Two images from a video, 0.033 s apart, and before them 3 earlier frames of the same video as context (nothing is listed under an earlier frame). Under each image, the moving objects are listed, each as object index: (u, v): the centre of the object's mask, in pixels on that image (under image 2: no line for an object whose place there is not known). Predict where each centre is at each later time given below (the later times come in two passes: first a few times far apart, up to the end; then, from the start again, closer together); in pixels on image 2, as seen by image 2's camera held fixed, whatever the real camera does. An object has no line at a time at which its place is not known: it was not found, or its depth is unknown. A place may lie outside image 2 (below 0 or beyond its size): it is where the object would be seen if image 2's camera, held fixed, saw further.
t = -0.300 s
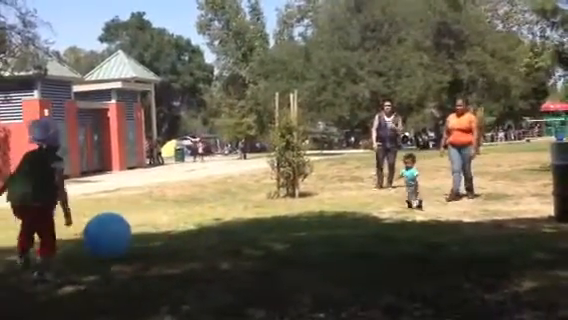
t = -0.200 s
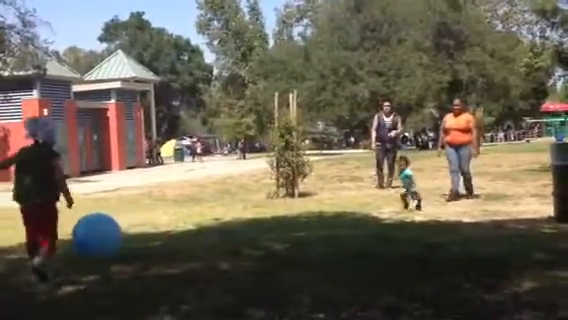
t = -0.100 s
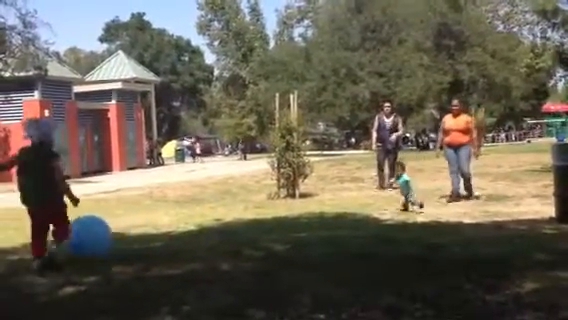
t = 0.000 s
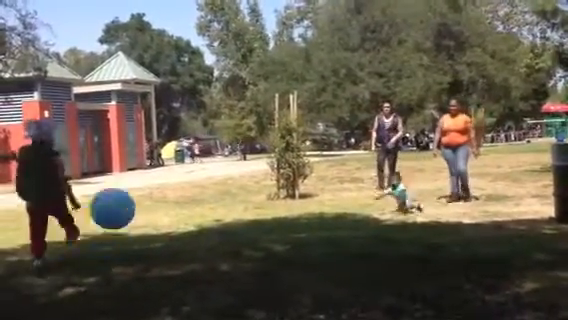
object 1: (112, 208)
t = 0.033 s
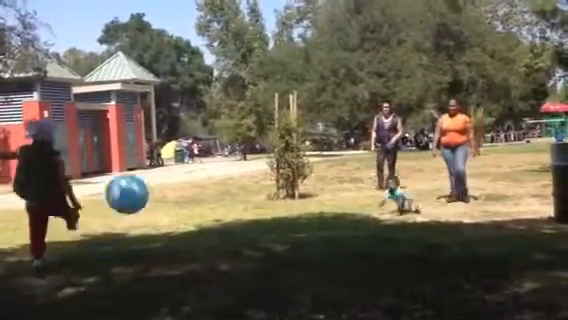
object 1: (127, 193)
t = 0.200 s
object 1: (185, 149)
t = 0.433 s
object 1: (225, 145)
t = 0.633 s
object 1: (240, 170)
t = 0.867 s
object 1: (237, 186)
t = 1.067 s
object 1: (228, 166)
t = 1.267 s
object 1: (223, 167)
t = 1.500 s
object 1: (219, 183)
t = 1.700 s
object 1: (214, 181)
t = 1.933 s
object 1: (206, 174)
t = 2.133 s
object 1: (202, 184)
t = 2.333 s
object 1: (200, 176)
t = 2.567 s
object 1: (198, 180)
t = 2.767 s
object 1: (196, 176)
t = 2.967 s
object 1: (194, 177)
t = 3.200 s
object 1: (192, 178)
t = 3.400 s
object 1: (193, 178)
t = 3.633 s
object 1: (191, 179)
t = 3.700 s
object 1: (191, 179)
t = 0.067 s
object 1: (141, 181)
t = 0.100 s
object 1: (154, 171)
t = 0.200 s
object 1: (185, 149)
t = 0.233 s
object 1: (193, 145)
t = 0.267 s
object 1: (201, 142)
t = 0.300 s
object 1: (208, 141)
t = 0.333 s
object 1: (212, 140)
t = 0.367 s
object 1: (217, 140)
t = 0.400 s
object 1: (221, 142)
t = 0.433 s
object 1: (225, 145)
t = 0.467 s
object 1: (228, 147)
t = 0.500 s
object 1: (231, 150)
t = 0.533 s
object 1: (233, 154)
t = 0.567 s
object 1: (235, 159)
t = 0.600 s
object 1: (236, 163)
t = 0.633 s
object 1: (240, 170)
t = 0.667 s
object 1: (241, 177)
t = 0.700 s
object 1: (240, 183)
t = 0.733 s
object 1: (240, 188)
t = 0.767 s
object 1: (240, 194)
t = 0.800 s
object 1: (239, 192)
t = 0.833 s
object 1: (238, 187)
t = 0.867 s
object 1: (237, 186)
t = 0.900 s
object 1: (235, 182)
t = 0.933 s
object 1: (235, 180)
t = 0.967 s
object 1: (233, 175)
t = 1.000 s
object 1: (233, 175)
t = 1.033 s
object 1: (229, 168)
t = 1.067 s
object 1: (228, 166)
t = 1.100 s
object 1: (228, 166)
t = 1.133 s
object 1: (227, 165)
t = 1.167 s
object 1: (226, 165)
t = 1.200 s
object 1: (225, 165)
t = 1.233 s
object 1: (224, 166)
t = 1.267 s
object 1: (223, 167)
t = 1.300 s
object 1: (223, 168)
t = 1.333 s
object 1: (222, 169)
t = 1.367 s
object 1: (221, 171)
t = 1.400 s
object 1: (220, 174)
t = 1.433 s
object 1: (221, 179)
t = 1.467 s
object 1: (219, 185)
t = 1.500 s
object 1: (219, 183)
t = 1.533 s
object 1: (215, 184)
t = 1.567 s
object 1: (216, 183)
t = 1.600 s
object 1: (214, 184)
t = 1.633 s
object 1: (215, 183)
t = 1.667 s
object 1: (214, 183)
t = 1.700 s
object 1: (214, 181)
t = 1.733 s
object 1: (210, 174)
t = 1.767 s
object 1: (210, 174)
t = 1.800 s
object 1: (209, 173)
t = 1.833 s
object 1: (208, 171)
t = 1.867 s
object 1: (208, 172)
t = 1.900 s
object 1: (206, 172)
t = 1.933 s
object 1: (206, 174)
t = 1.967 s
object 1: (205, 177)
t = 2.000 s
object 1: (204, 178)
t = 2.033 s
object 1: (202, 182)
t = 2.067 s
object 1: (201, 185)
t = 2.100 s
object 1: (201, 184)
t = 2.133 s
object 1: (202, 184)
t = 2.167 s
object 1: (203, 180)
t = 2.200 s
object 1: (204, 180)
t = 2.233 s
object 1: (202, 179)
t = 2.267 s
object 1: (201, 178)
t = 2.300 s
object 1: (200, 176)
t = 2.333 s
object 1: (200, 176)
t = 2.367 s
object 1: (200, 176)
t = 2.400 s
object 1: (200, 177)
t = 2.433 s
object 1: (199, 177)
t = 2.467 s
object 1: (198, 177)
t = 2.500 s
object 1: (198, 178)
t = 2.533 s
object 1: (197, 179)
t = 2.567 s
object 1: (198, 180)
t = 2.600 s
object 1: (197, 180)
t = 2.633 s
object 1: (197, 180)
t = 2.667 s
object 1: (197, 180)
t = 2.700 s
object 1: (197, 179)
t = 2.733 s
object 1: (197, 178)
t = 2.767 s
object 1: (196, 176)
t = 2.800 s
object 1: (196, 176)
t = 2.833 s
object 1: (195, 176)
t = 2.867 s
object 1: (195, 176)
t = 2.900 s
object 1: (196, 175)
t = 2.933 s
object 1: (195, 176)
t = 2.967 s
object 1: (194, 177)
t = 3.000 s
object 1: (194, 179)
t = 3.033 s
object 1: (195, 179)
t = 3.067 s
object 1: (194, 180)
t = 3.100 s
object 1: (193, 180)
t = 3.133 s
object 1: (193, 179)
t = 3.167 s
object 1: (193, 178)
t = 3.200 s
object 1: (192, 178)
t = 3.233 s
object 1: (192, 178)
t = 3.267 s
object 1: (192, 177)
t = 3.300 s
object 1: (192, 178)
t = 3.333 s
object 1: (192, 178)
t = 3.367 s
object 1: (193, 178)
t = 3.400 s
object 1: (193, 178)
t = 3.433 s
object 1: (193, 179)
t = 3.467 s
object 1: (192, 179)
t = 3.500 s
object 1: (192, 178)
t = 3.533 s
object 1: (191, 179)
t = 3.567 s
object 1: (191, 179)
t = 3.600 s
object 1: (191, 179)
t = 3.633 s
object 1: (191, 179)
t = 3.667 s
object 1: (191, 179)
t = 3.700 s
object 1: (191, 179)
